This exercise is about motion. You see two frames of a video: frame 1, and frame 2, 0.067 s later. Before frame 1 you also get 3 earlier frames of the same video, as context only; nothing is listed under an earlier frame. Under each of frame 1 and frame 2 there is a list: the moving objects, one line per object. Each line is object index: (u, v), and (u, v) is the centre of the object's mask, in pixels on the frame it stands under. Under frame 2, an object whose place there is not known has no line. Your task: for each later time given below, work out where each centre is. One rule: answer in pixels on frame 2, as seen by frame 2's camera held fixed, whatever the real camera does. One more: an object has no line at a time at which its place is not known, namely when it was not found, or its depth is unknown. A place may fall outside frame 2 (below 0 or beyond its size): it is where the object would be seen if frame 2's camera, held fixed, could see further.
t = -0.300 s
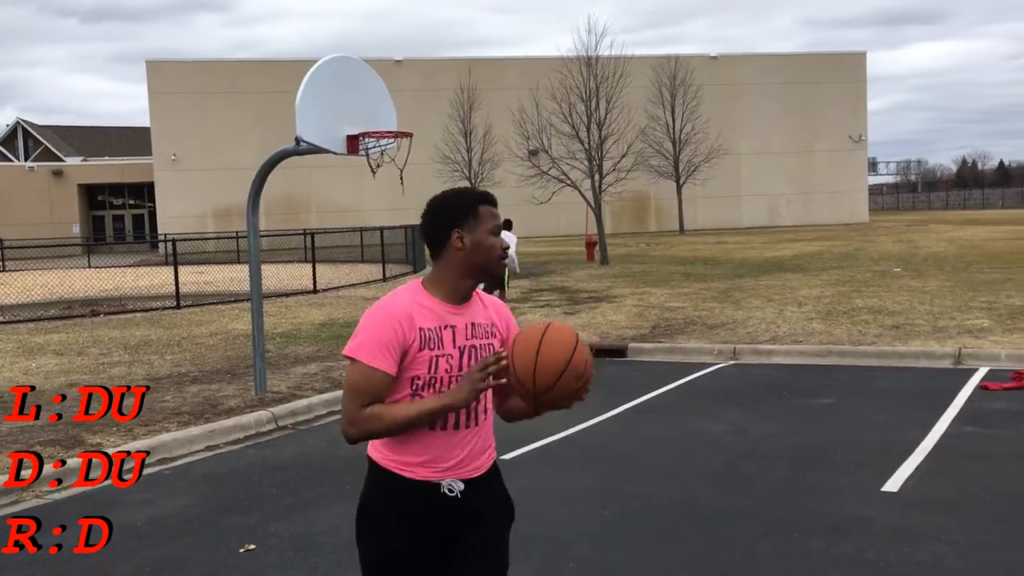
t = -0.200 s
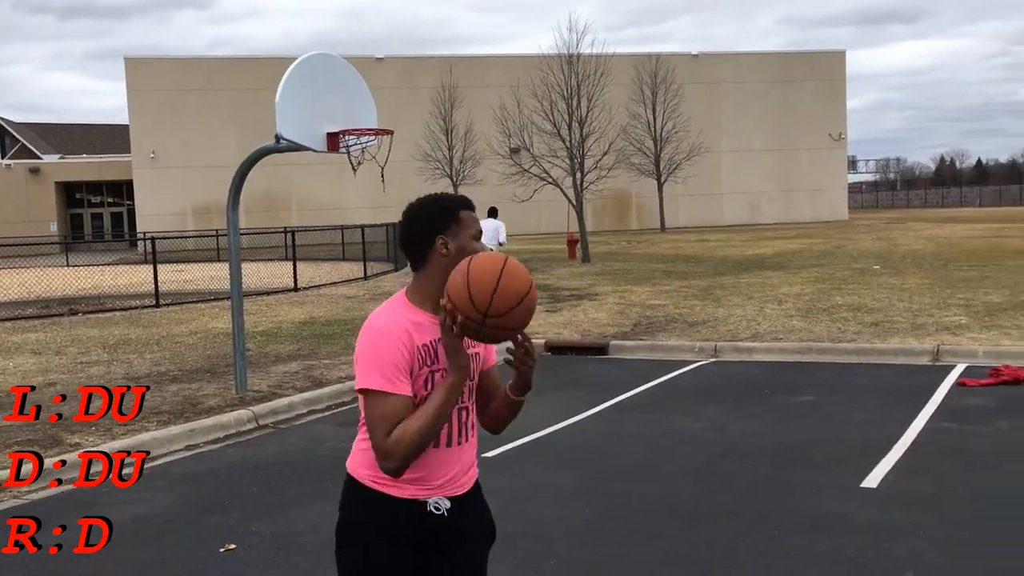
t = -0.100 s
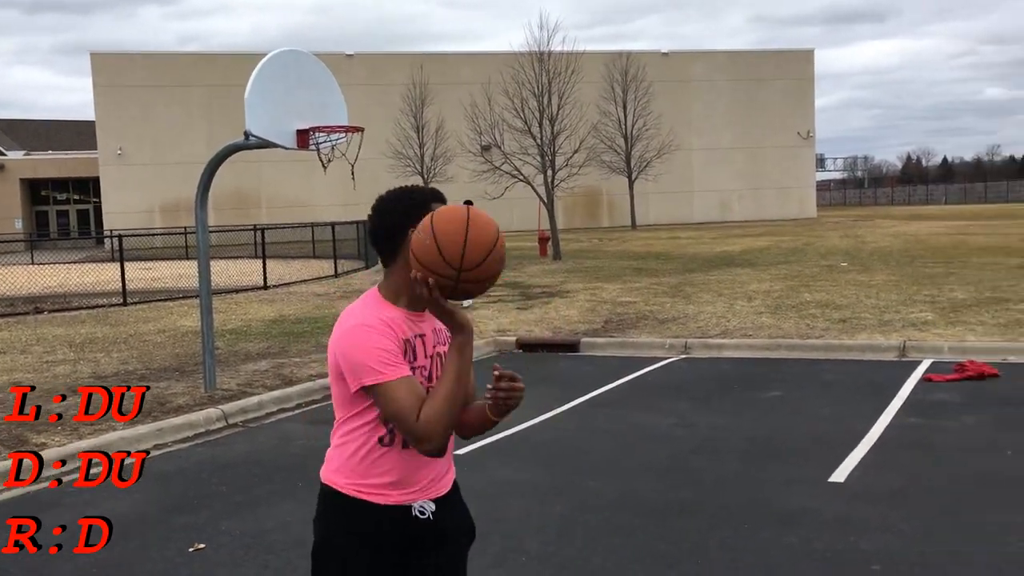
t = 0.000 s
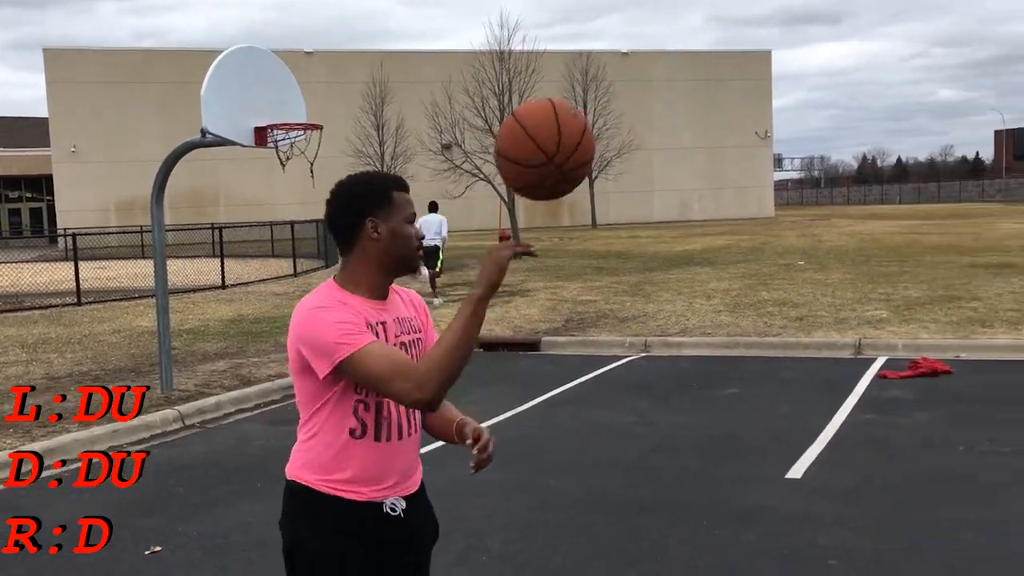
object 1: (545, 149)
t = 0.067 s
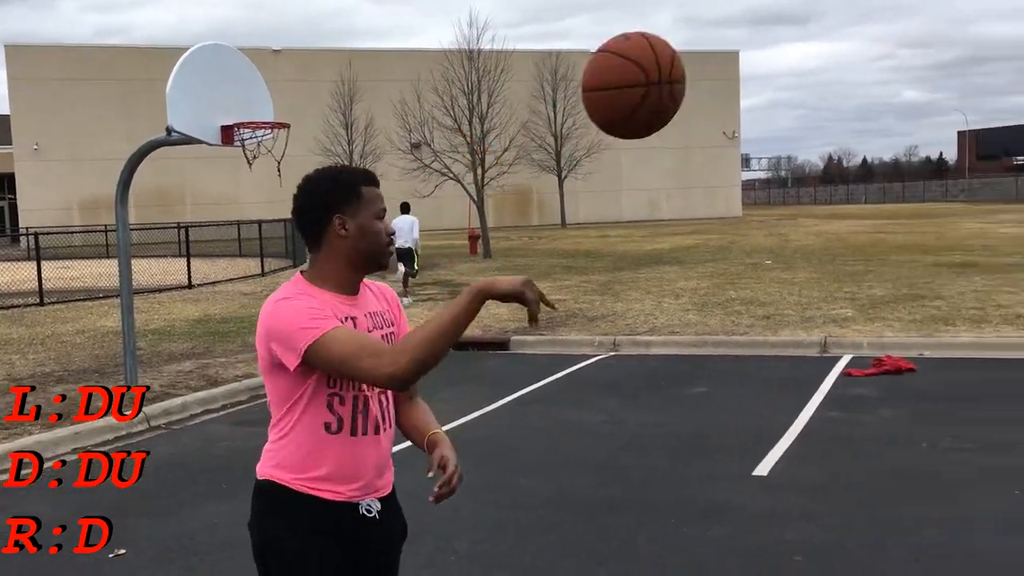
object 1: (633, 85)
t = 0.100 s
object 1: (696, 59)
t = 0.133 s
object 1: (762, 40)
